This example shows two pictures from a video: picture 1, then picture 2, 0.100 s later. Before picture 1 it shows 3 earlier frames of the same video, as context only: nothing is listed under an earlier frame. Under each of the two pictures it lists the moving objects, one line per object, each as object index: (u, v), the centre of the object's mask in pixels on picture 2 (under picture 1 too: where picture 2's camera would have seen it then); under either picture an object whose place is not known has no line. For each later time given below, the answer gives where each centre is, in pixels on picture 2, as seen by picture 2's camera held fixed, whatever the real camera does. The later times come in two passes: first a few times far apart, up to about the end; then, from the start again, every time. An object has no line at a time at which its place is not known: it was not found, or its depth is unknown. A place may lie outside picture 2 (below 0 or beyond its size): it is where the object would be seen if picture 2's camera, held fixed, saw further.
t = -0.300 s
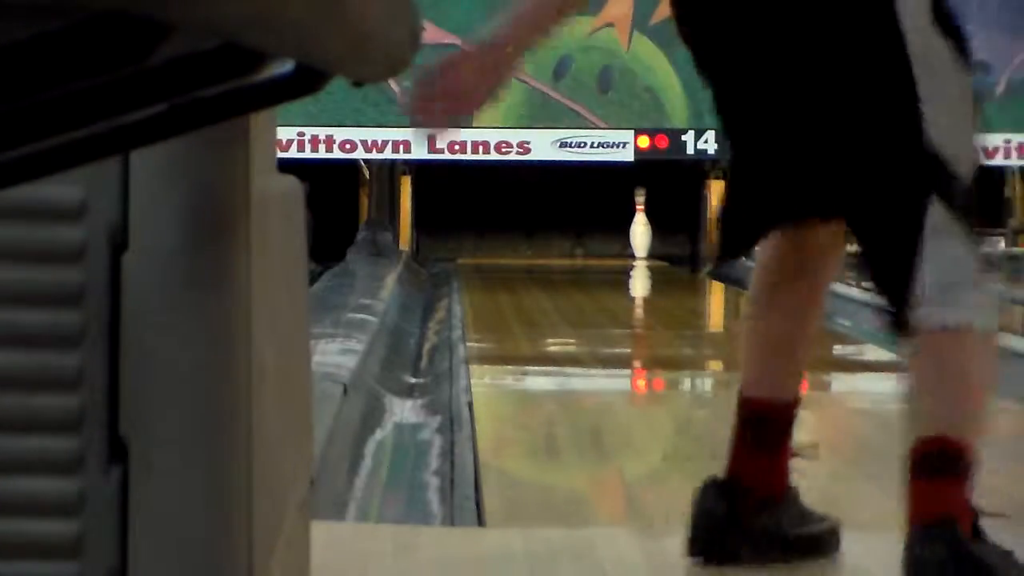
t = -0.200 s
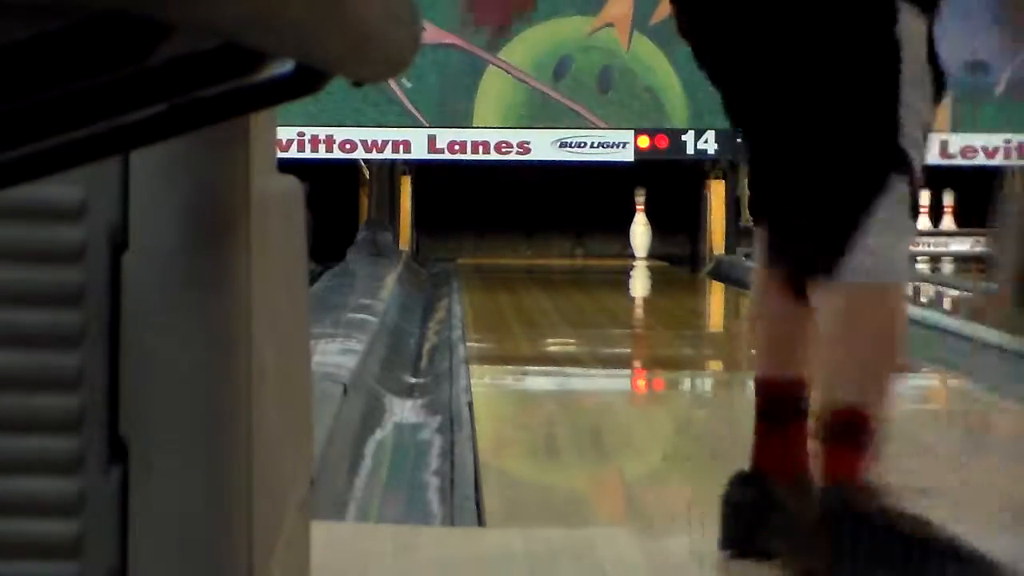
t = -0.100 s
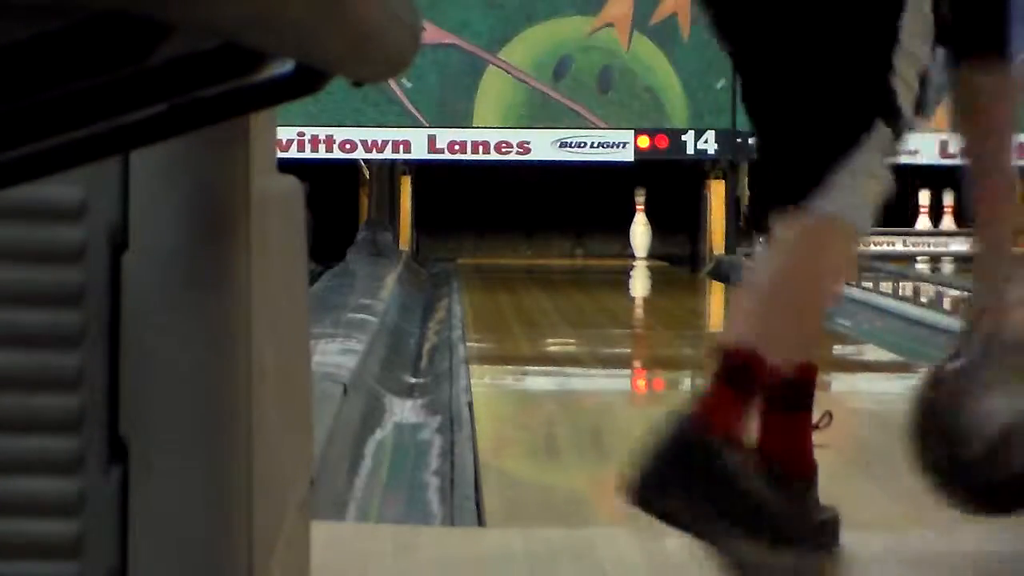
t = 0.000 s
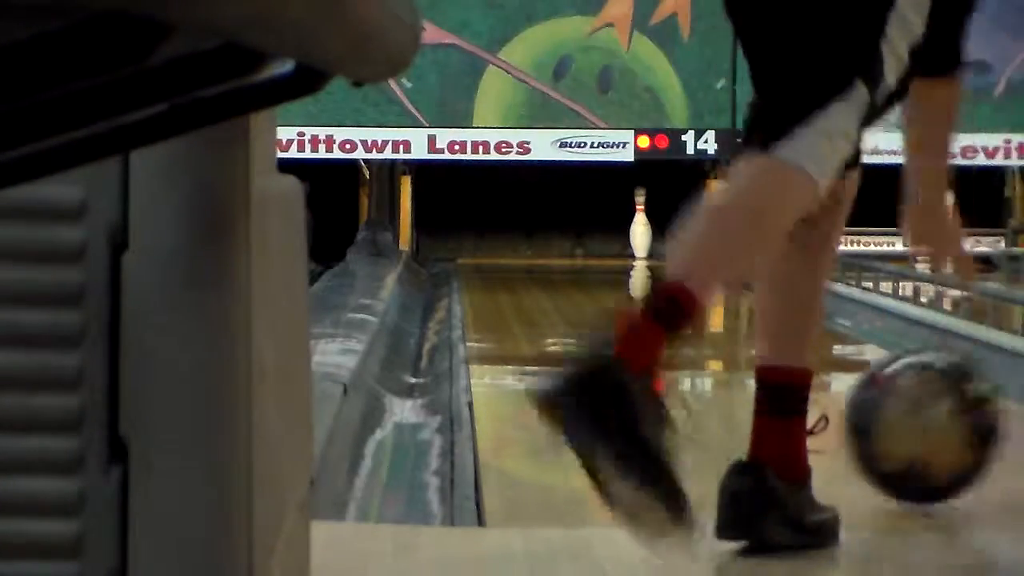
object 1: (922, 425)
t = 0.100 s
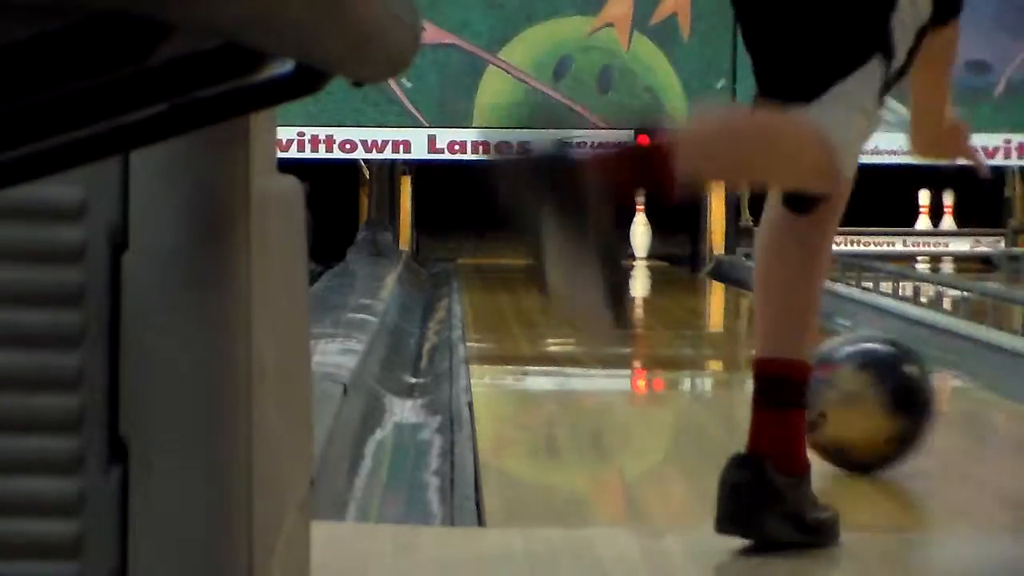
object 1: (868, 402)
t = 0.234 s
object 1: (832, 371)
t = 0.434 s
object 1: (725, 338)
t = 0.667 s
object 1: (681, 313)
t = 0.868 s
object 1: (644, 296)
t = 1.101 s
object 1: (614, 281)
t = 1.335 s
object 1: (588, 269)
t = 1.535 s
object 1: (570, 261)
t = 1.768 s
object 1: (553, 255)
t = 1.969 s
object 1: (541, 249)
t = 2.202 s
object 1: (529, 245)
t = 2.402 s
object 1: (522, 246)
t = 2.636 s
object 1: (515, 241)
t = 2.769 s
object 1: (510, 241)
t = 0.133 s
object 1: (857, 395)
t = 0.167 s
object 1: (847, 388)
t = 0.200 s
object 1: (839, 381)
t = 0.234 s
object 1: (832, 371)
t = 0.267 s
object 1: (825, 366)
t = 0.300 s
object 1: (737, 359)
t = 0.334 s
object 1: (734, 352)
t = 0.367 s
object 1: (732, 348)
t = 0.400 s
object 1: (728, 343)
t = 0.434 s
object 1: (725, 338)
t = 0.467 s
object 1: (721, 333)
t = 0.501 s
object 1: (716, 329)
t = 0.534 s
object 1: (708, 325)
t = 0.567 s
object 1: (702, 320)
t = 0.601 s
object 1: (694, 318)
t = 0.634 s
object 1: (687, 316)
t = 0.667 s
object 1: (681, 313)
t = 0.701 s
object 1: (675, 311)
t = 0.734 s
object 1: (667, 308)
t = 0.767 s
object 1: (661, 304)
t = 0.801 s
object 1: (656, 301)
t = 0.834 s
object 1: (649, 299)
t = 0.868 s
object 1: (644, 296)
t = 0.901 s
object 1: (640, 294)
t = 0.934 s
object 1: (634, 291)
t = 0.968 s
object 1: (629, 289)
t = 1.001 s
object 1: (625, 287)
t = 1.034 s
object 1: (621, 285)
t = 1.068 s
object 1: (618, 283)
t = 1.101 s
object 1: (614, 281)
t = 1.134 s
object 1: (610, 279)
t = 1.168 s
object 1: (605, 277)
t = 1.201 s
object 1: (601, 275)
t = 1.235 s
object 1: (598, 273)
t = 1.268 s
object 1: (594, 272)
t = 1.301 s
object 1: (592, 270)
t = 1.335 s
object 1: (588, 269)
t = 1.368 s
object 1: (584, 267)
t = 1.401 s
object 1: (581, 265)
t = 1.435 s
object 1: (578, 265)
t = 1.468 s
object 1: (575, 263)
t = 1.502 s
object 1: (573, 262)
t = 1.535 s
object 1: (570, 261)
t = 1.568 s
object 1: (567, 260)
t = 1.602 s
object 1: (565, 259)
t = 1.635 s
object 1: (562, 258)
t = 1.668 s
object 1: (561, 258)
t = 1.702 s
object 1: (558, 257)
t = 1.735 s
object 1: (555, 255)
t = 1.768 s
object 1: (553, 255)
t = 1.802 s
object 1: (552, 253)
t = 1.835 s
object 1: (550, 252)
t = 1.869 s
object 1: (548, 251)
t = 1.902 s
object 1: (547, 250)
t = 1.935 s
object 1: (542, 249)
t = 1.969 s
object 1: (541, 249)
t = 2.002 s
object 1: (541, 249)
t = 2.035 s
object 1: (538, 248)
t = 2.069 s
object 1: (536, 248)
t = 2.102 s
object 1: (535, 248)
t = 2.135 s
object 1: (533, 248)
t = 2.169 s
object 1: (531, 247)
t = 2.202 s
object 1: (529, 245)
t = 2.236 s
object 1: (529, 245)
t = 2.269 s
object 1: (528, 244)
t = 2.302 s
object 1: (525, 244)
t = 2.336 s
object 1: (525, 245)
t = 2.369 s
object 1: (523, 243)
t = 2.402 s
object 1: (522, 246)
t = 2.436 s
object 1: (519, 242)
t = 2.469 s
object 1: (519, 243)
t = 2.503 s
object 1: (519, 241)
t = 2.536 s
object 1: (517, 240)
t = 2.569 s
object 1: (516, 239)
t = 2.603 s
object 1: (515, 240)
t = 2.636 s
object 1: (515, 241)
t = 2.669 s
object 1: (513, 239)
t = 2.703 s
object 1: (511, 237)
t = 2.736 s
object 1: (511, 237)
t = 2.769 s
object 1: (510, 241)
